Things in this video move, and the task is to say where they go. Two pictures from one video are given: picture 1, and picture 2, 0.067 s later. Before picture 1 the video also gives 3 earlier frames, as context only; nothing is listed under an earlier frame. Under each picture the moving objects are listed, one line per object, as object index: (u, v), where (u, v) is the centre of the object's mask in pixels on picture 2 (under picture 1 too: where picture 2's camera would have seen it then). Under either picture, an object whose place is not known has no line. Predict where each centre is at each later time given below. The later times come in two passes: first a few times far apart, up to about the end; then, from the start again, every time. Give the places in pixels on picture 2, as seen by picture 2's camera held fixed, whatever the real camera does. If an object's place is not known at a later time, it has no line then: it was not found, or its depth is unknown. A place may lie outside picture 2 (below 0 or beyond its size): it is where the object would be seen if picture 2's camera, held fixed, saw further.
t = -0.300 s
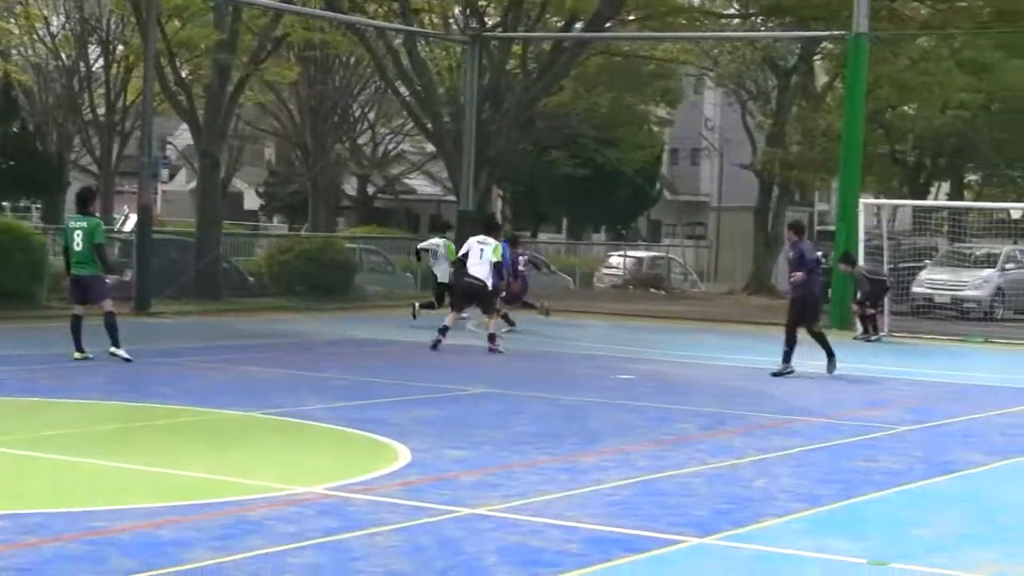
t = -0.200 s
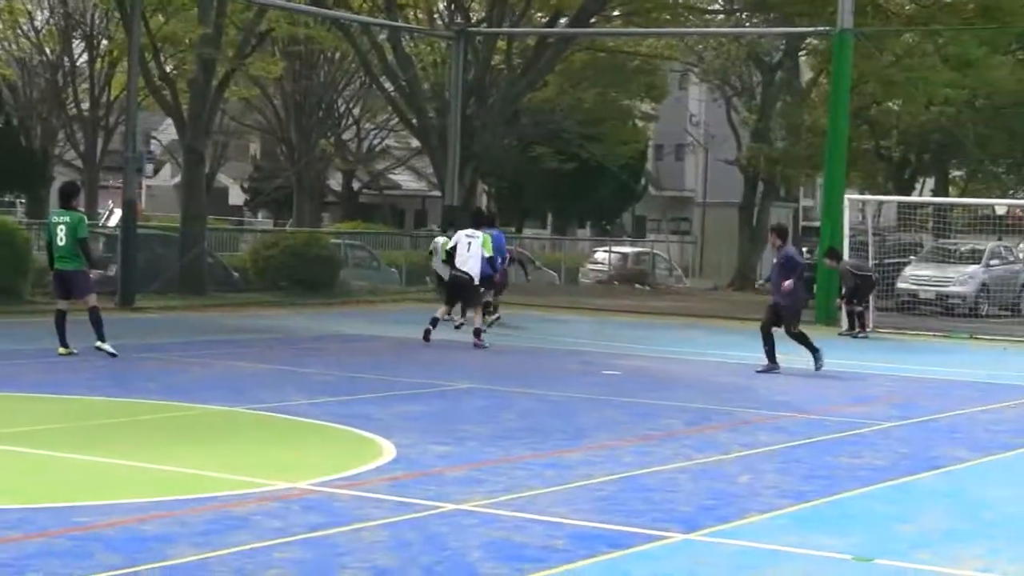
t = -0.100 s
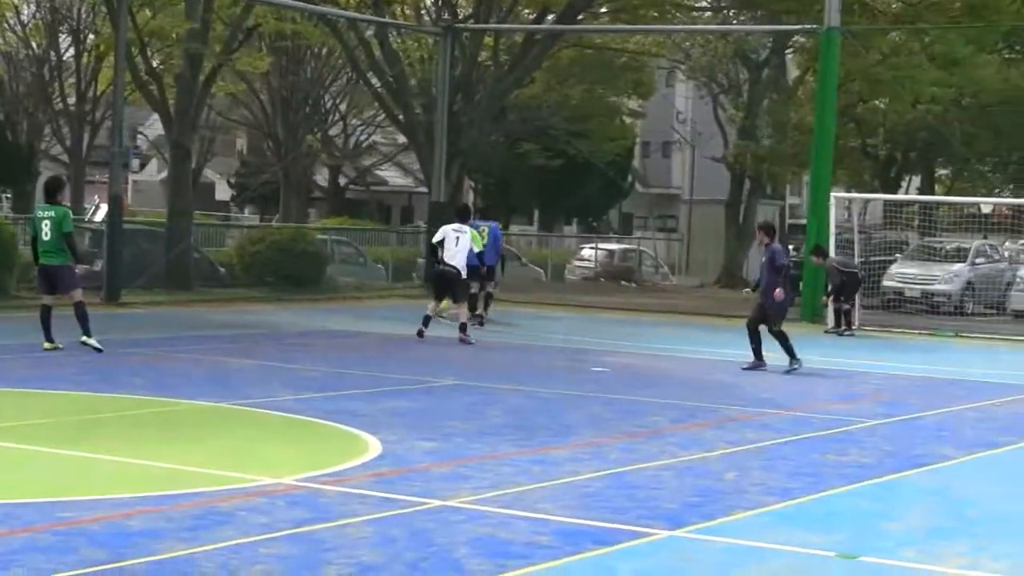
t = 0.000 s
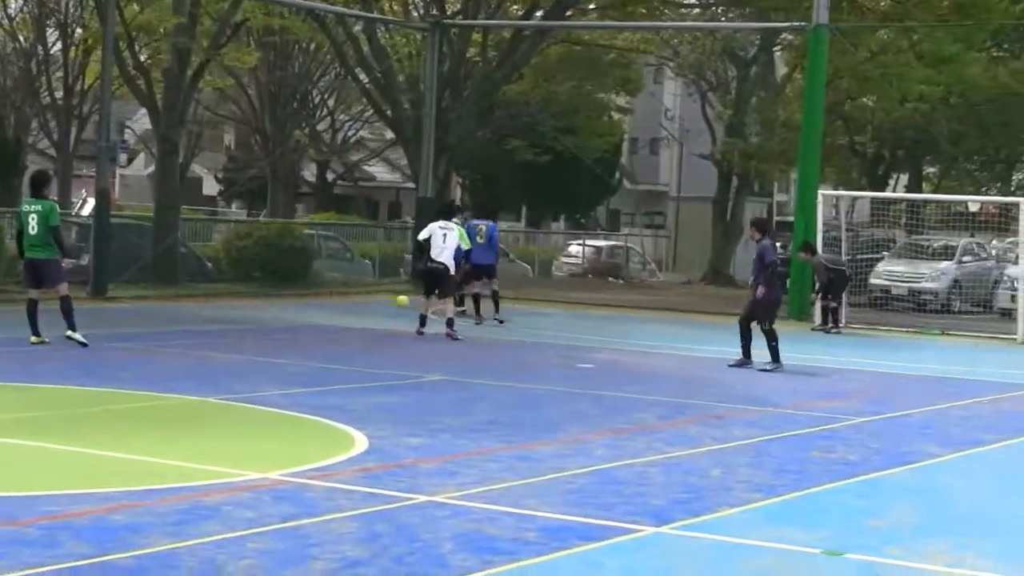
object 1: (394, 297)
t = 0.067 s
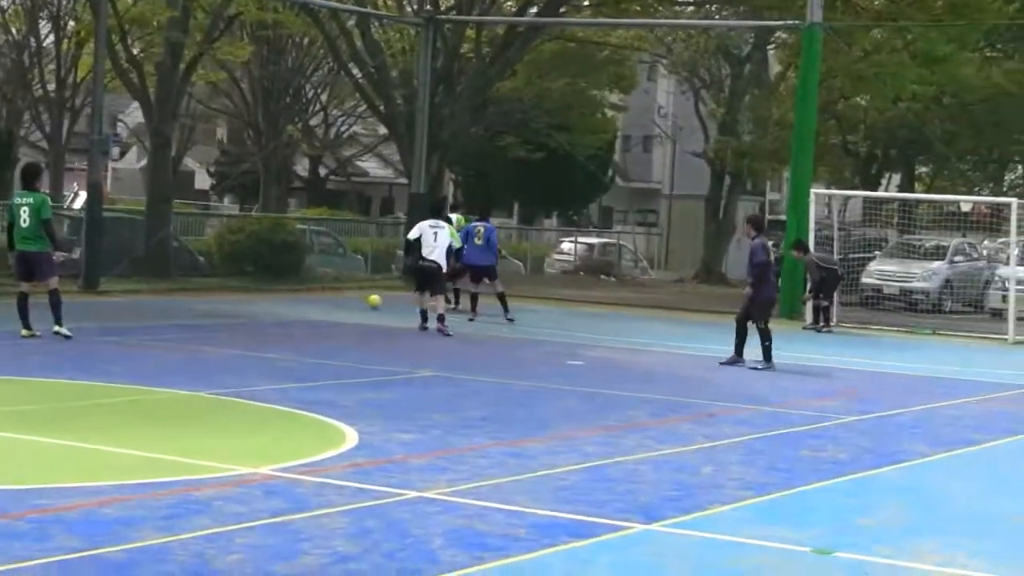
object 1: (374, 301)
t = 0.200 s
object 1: (344, 298)
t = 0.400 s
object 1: (298, 300)
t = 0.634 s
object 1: (247, 298)
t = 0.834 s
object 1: (204, 297)
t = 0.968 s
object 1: (175, 296)
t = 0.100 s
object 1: (366, 301)
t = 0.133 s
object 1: (359, 300)
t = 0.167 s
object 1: (351, 299)
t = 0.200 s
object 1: (344, 298)
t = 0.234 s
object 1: (336, 298)
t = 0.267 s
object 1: (328, 300)
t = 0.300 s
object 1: (321, 301)
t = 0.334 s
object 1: (313, 300)
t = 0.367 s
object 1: (306, 300)
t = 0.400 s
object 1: (298, 300)
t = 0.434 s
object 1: (292, 300)
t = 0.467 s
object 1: (284, 299)
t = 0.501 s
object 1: (276, 299)
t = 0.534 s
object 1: (269, 299)
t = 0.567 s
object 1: (262, 299)
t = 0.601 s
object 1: (255, 299)
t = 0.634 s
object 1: (247, 298)
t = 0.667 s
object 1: (240, 298)
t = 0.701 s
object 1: (233, 298)
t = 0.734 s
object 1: (226, 298)
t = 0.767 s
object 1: (218, 298)
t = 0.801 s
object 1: (211, 297)
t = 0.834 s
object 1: (204, 297)
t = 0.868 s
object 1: (197, 297)
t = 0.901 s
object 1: (189, 296)
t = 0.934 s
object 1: (182, 296)
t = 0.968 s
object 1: (175, 296)
